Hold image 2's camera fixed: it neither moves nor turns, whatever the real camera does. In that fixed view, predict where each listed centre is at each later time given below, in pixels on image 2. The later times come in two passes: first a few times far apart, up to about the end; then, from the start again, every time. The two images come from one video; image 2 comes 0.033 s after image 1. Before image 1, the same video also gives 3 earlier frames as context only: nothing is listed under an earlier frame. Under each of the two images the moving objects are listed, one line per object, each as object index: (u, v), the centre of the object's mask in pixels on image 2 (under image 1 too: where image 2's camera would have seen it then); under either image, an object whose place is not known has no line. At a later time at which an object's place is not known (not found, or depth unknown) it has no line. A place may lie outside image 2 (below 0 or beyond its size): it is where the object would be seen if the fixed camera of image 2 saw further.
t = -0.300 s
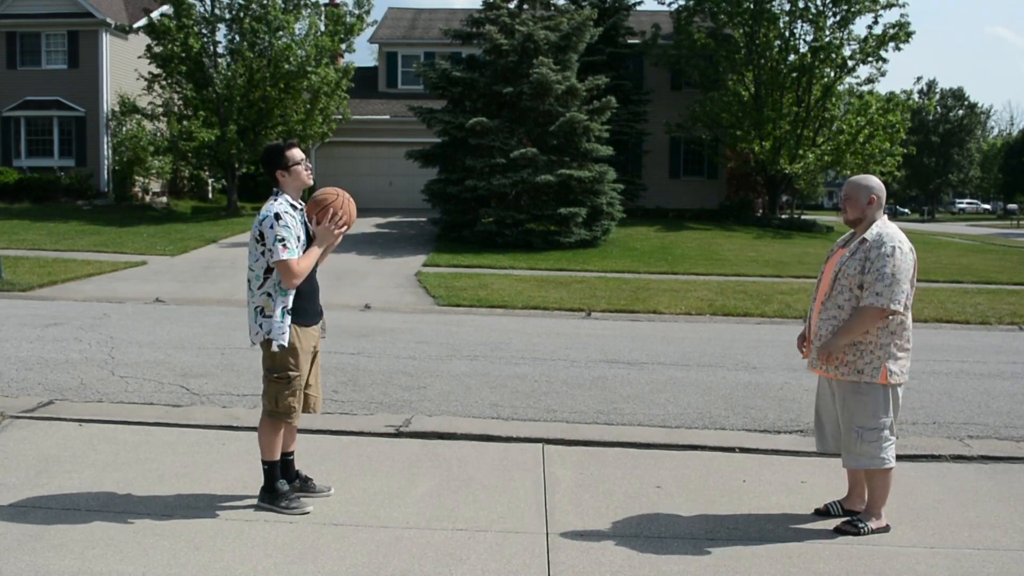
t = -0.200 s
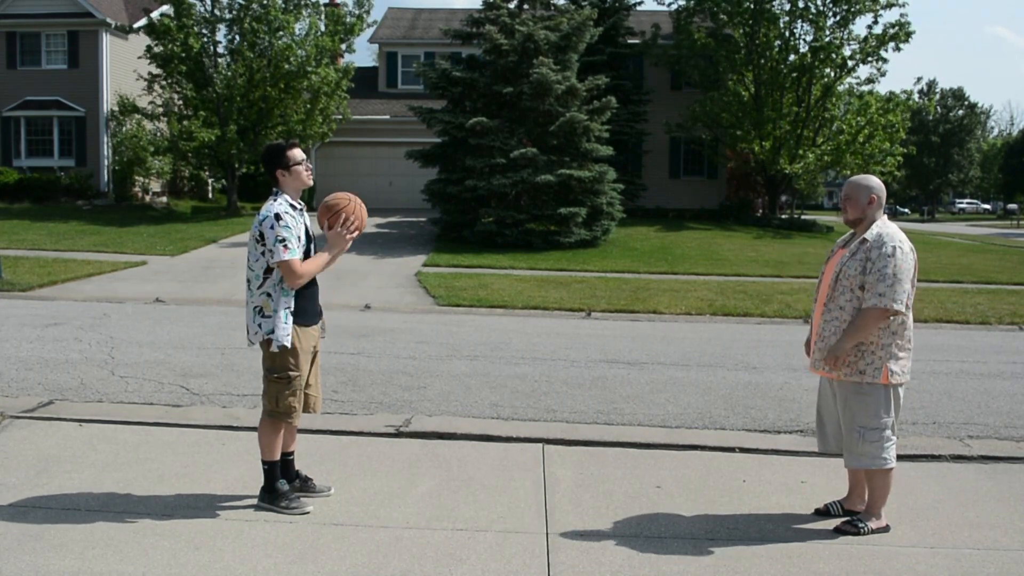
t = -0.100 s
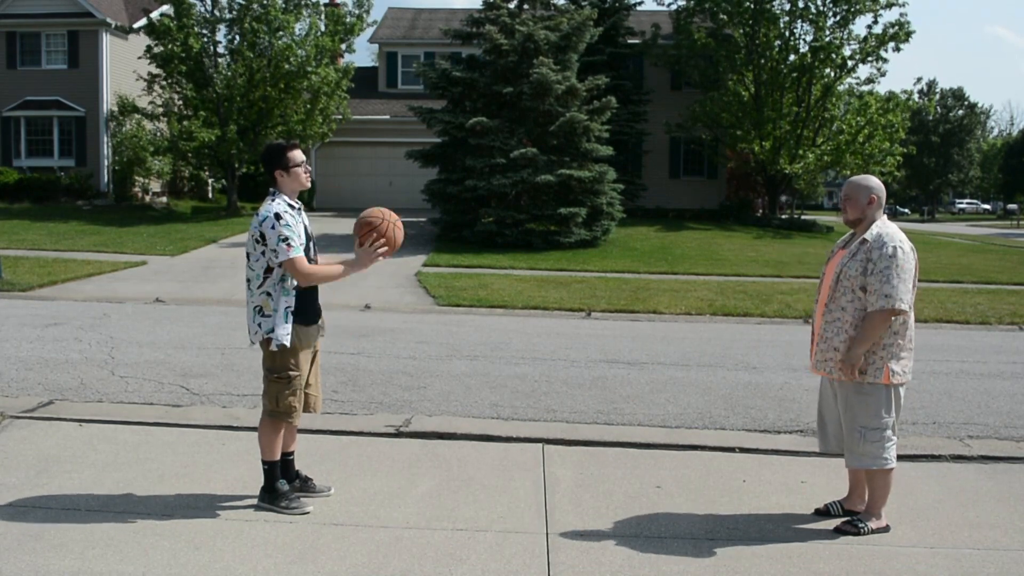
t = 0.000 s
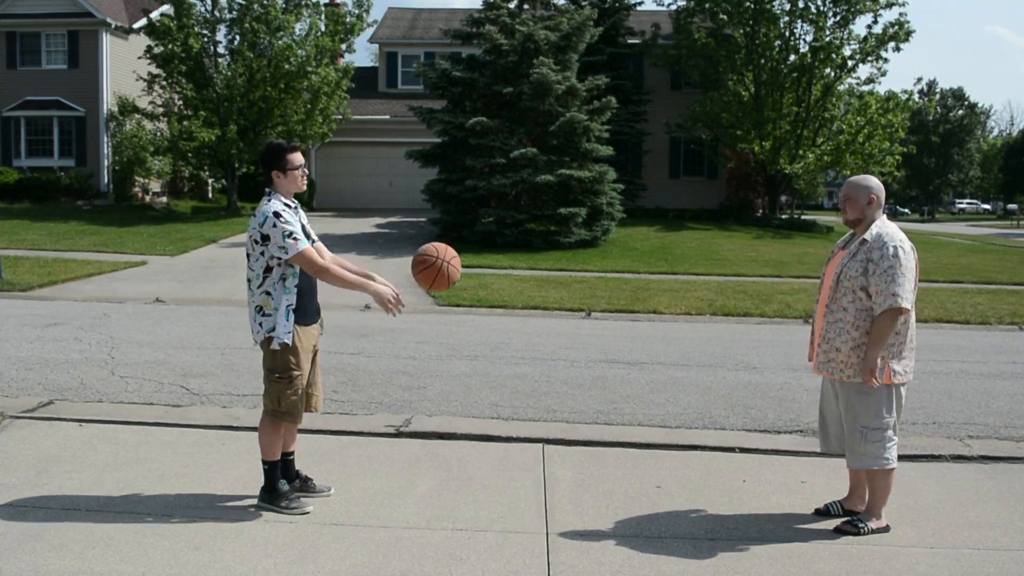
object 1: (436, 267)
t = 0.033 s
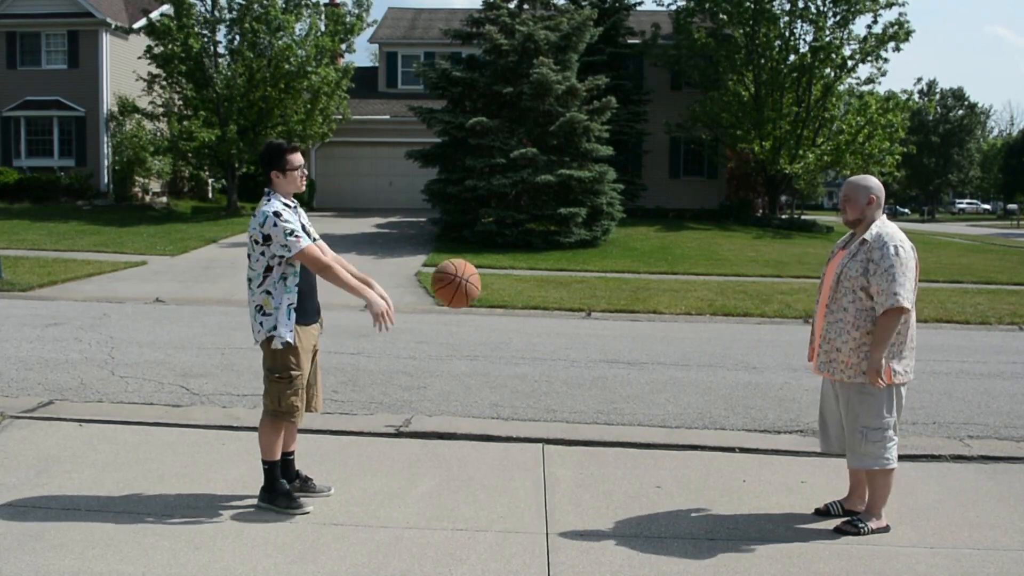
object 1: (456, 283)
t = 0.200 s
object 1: (553, 399)
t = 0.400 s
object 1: (644, 420)
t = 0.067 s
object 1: (476, 302)
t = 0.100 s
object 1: (495, 323)
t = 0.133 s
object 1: (515, 347)
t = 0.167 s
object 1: (534, 372)
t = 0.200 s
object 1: (553, 399)
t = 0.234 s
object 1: (573, 429)
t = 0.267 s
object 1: (591, 460)
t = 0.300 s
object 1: (609, 494)
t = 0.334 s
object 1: (621, 472)
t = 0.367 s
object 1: (633, 444)
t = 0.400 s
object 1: (644, 420)
